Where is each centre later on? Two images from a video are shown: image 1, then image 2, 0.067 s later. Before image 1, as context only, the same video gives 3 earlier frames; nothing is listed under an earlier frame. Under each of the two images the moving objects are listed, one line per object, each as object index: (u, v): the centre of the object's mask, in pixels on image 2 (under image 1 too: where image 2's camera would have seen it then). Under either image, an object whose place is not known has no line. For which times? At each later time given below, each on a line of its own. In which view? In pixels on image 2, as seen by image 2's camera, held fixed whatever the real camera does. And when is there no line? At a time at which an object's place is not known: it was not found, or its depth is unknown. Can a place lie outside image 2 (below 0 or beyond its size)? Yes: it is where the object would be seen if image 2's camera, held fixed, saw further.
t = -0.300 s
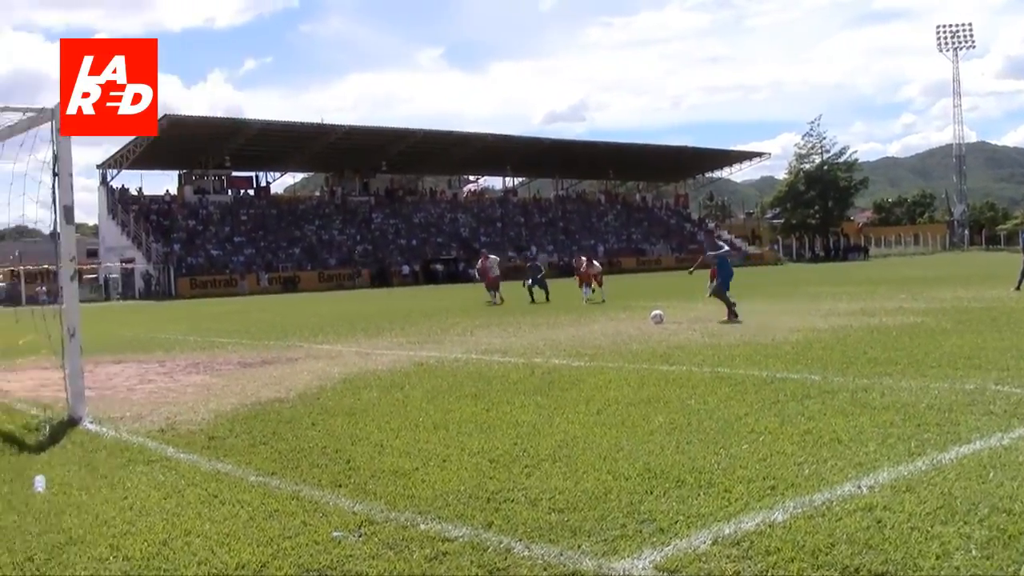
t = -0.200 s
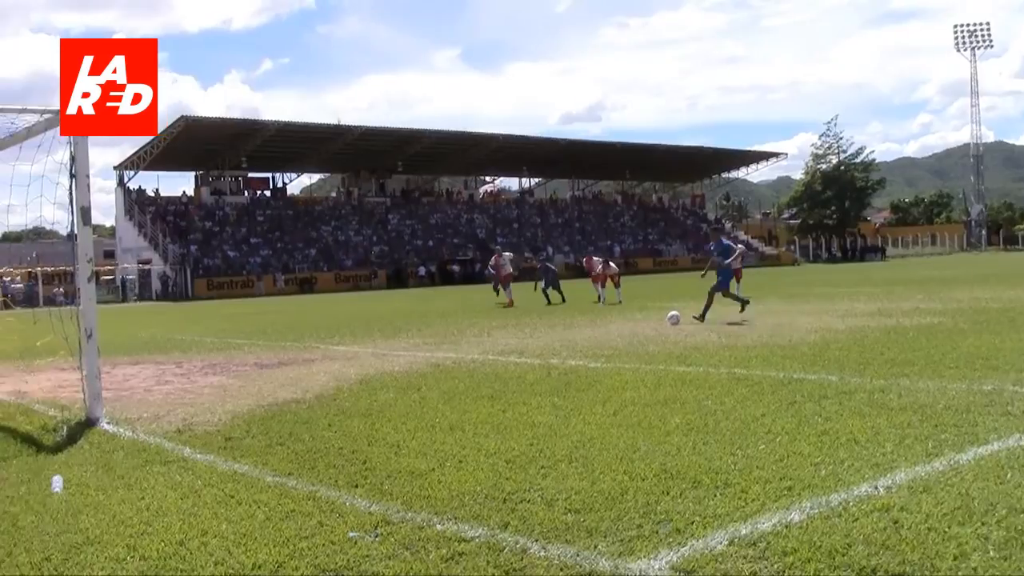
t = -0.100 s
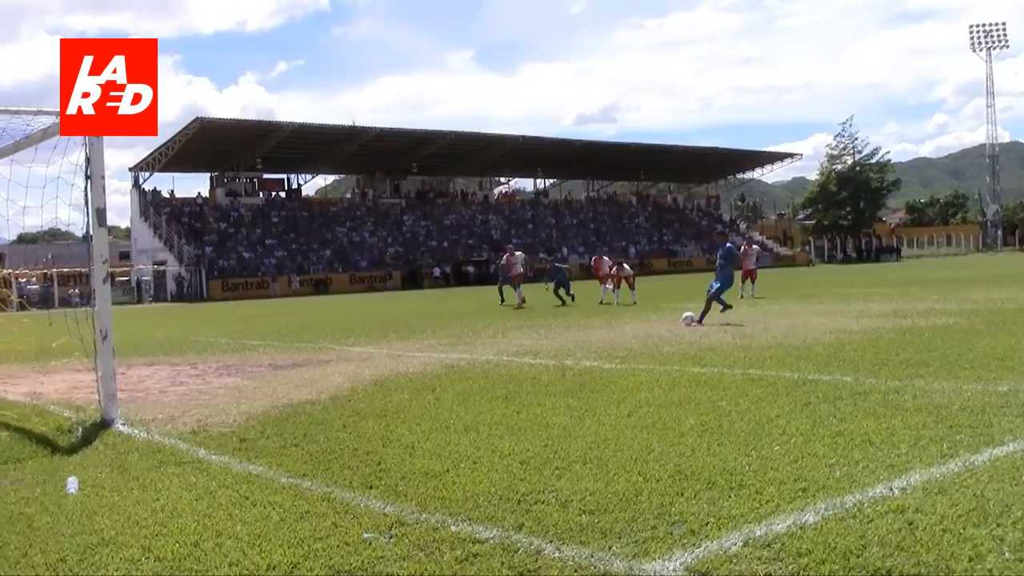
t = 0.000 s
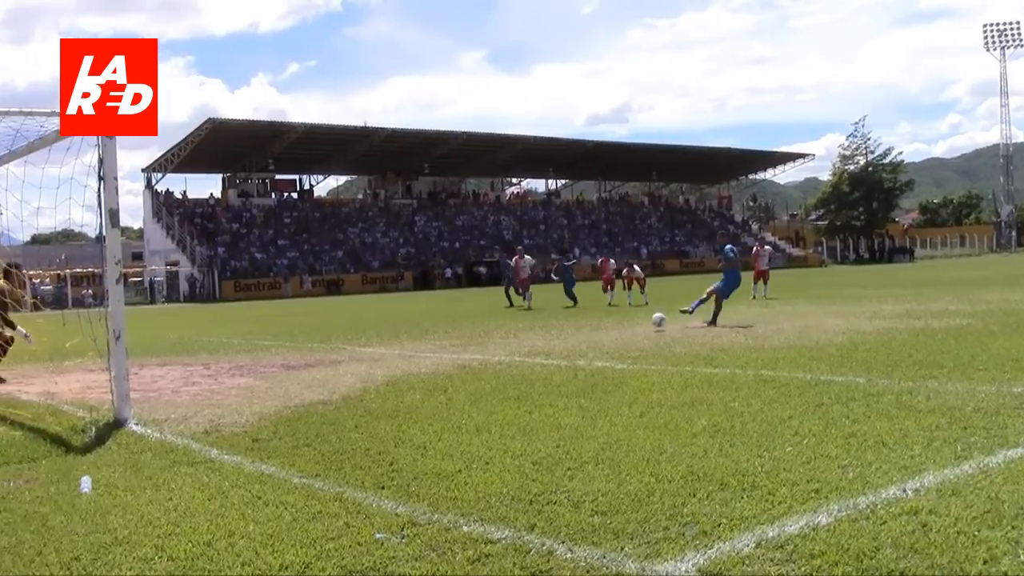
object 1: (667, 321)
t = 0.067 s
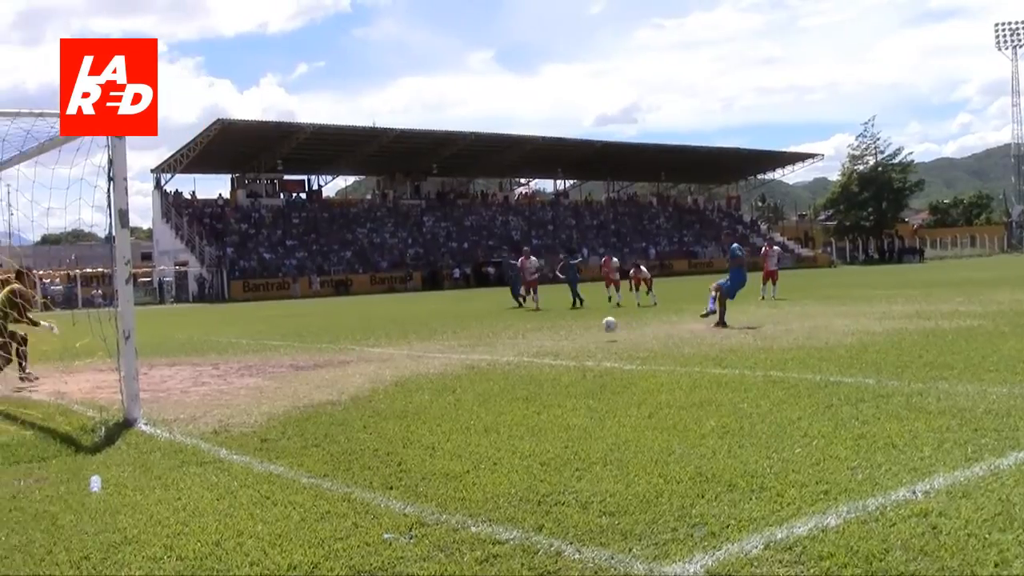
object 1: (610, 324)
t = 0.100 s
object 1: (579, 330)
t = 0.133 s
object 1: (545, 337)
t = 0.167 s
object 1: (512, 348)
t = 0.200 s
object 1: (476, 348)
